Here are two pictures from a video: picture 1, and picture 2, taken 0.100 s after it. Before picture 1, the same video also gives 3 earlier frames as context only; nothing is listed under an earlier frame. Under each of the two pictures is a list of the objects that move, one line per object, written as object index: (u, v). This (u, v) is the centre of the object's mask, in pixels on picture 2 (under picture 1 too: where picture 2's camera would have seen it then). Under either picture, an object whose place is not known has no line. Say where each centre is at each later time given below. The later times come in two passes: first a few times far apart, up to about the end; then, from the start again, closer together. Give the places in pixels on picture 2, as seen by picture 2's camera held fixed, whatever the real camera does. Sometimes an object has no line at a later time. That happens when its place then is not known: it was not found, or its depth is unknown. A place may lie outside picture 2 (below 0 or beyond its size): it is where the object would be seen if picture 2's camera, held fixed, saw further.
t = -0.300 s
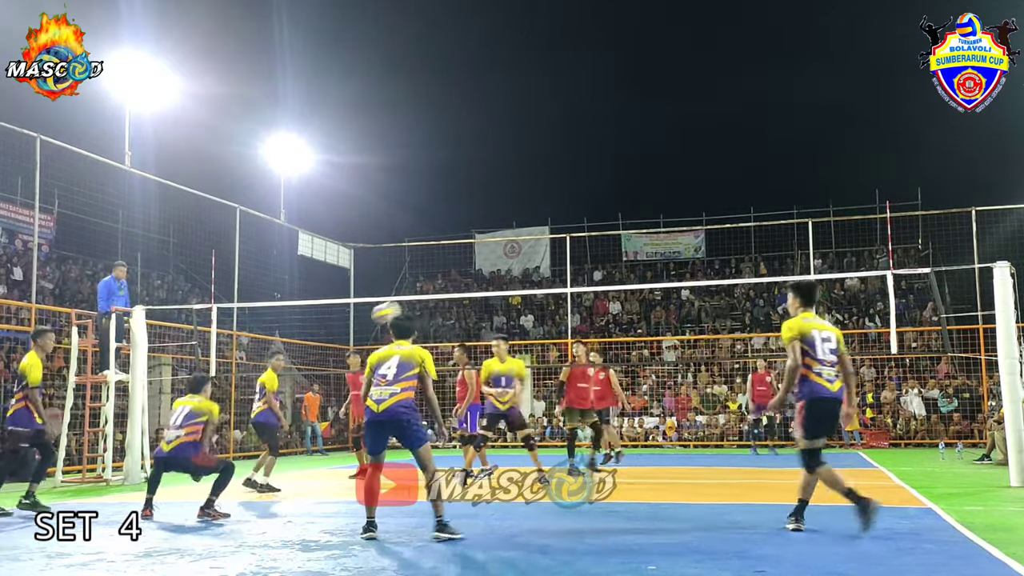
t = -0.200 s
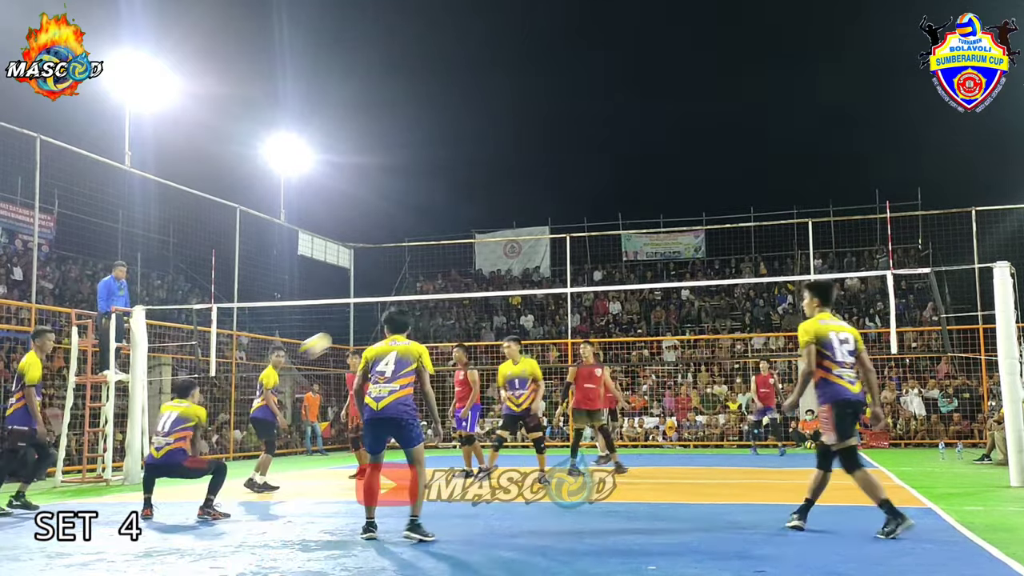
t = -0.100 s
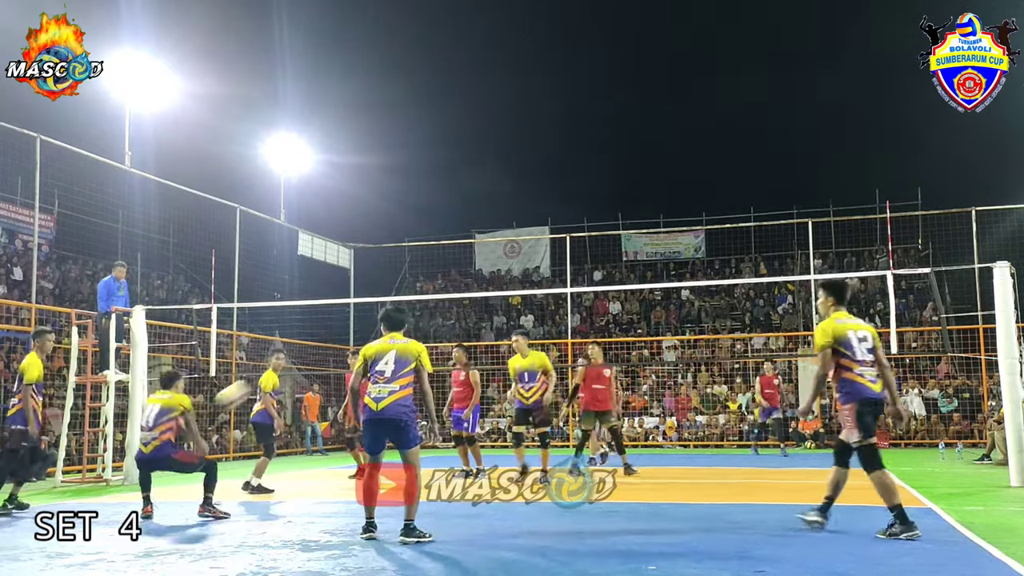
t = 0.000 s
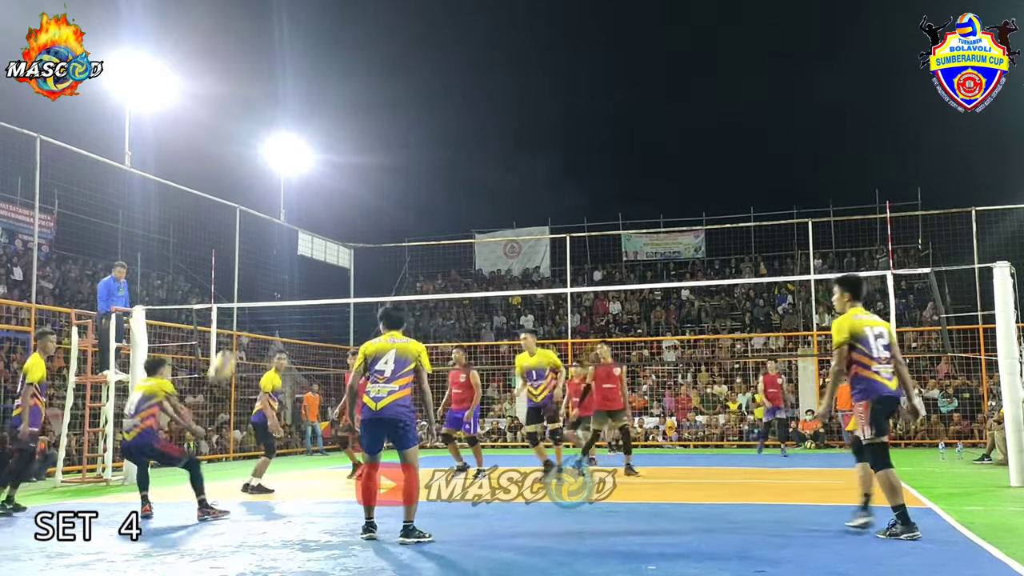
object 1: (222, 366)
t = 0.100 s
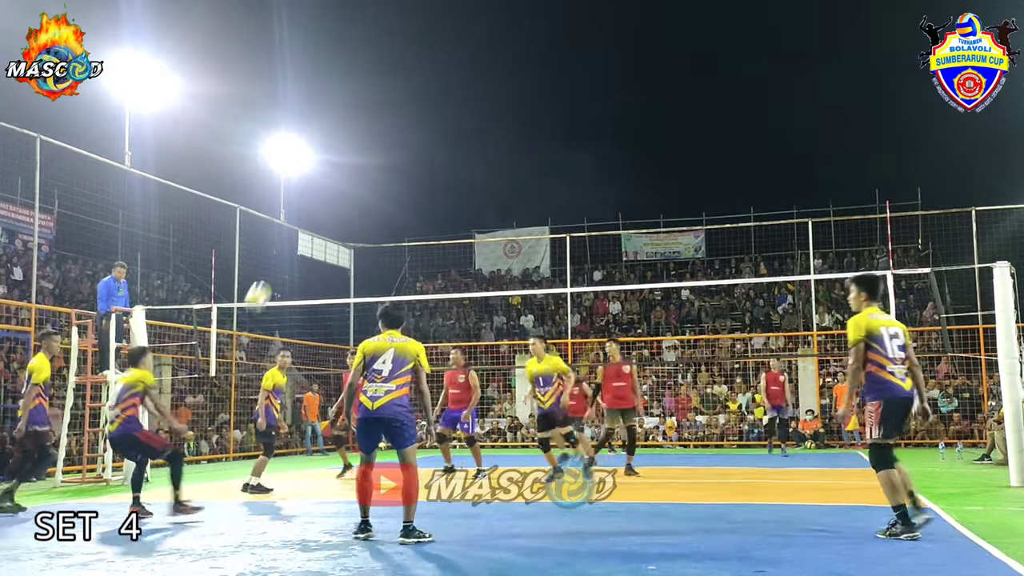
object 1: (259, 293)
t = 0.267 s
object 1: (311, 209)
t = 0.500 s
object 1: (379, 138)
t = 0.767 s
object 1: (449, 121)
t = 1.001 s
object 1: (506, 155)
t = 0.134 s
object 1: (268, 277)
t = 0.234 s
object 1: (302, 222)
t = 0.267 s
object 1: (311, 209)
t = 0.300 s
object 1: (322, 194)
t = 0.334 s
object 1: (332, 182)
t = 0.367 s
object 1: (341, 171)
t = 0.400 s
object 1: (351, 161)
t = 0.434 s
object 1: (360, 153)
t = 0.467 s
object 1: (369, 145)
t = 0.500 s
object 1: (379, 138)
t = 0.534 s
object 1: (388, 132)
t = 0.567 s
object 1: (397, 128)
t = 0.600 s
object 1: (406, 124)
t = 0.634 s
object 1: (415, 122)
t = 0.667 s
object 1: (423, 120)
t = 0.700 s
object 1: (432, 120)
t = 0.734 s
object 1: (441, 120)
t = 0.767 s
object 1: (449, 121)
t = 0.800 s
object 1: (457, 123)
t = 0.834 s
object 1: (465, 127)
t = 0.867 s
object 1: (474, 130)
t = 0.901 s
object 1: (481, 135)
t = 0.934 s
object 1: (490, 141)
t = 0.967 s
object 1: (498, 148)
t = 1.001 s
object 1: (506, 155)
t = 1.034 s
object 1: (514, 163)
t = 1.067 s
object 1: (521, 172)
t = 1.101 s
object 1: (529, 183)
